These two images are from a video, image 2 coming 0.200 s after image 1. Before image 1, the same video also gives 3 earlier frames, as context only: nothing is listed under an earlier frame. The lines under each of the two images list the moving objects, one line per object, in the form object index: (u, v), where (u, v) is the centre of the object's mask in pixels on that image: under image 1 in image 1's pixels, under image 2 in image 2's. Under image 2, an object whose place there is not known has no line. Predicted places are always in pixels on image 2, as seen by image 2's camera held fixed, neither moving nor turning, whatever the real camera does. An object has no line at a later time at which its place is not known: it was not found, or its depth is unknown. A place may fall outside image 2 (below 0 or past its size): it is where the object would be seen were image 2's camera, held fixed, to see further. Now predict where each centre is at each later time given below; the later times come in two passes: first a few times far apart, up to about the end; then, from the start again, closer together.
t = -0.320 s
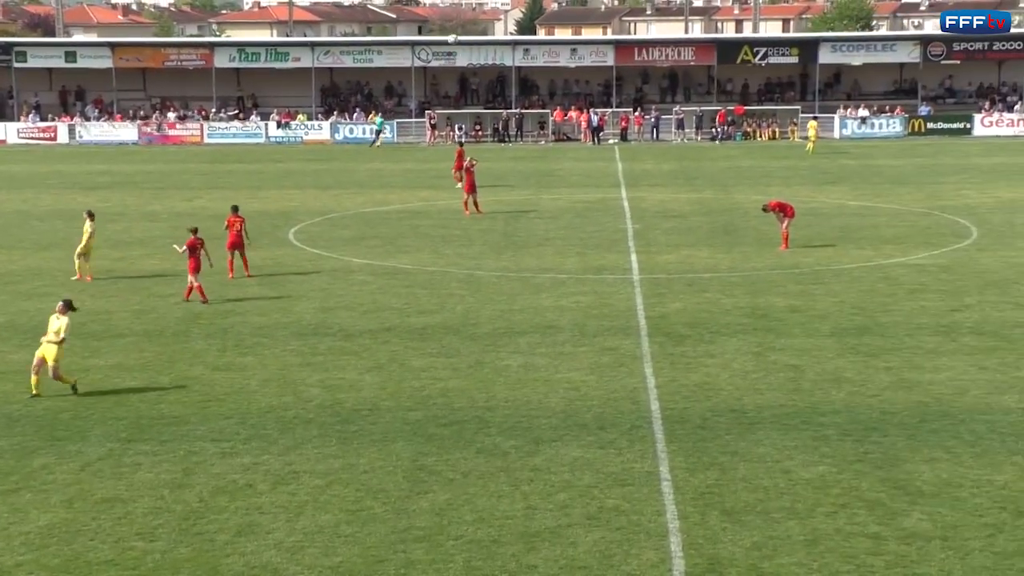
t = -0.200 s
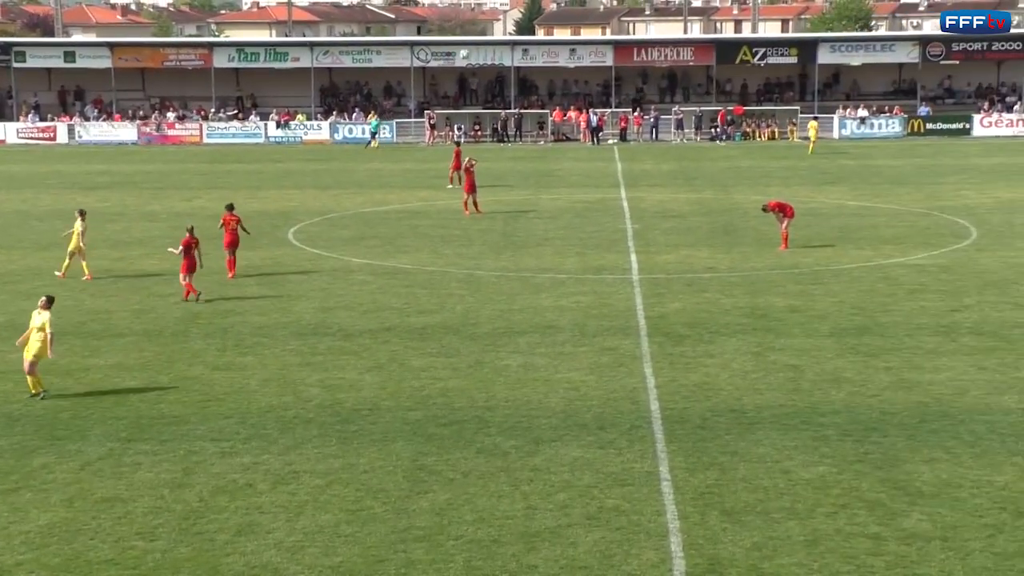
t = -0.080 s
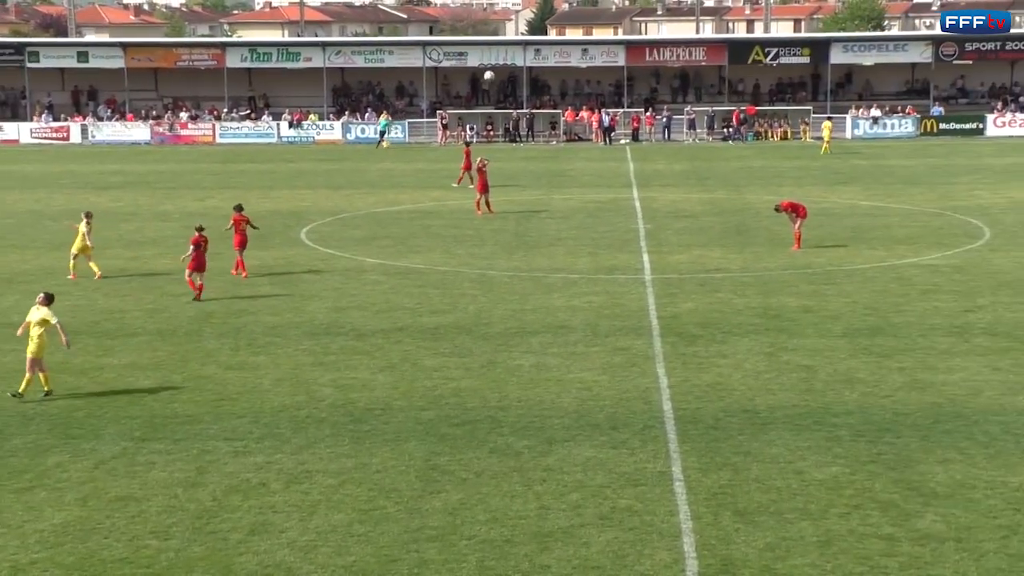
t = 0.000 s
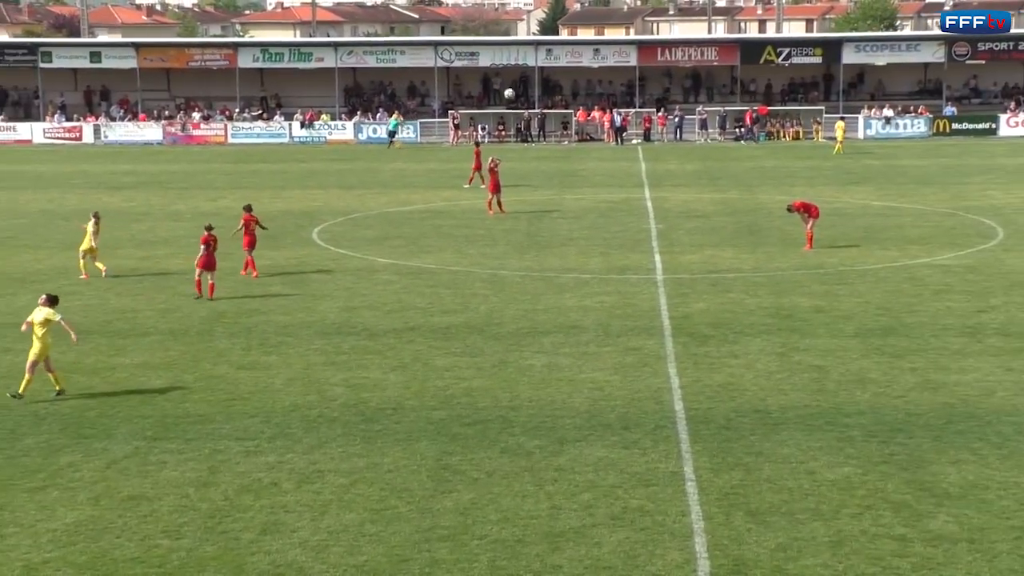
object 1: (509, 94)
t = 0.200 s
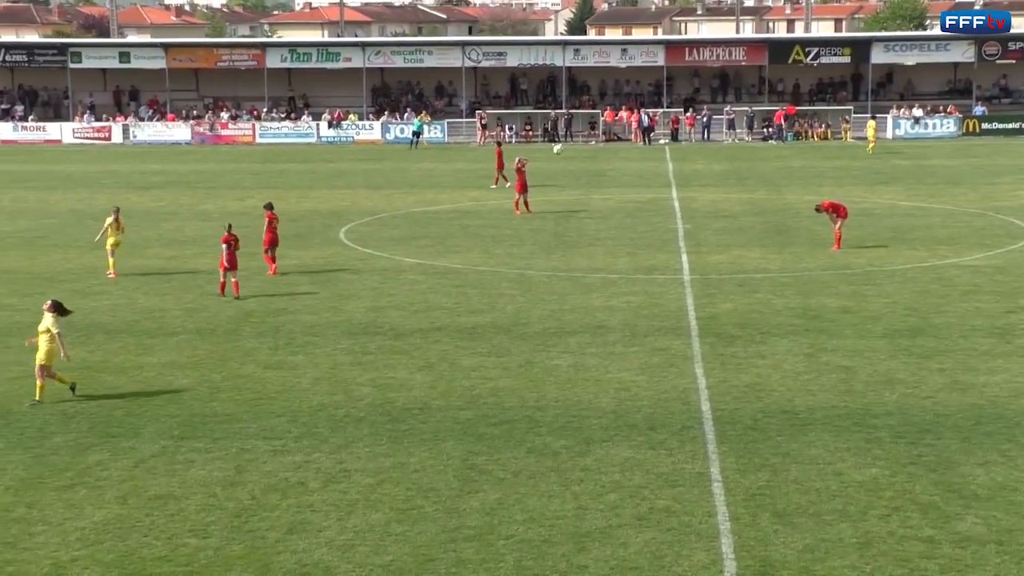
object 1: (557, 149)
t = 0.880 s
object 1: (600, 198)
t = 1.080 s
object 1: (603, 171)
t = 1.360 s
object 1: (606, 164)
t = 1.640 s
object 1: (609, 194)
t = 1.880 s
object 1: (610, 249)
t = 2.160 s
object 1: (612, 283)
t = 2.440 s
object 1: (614, 249)
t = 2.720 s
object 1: (615, 254)
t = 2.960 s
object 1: (617, 290)
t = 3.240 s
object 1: (616, 304)
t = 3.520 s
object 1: (615, 294)
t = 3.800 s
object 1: (614, 325)
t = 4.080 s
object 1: (611, 325)
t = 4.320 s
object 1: (607, 341)
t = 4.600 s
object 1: (603, 345)
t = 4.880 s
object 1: (598, 349)
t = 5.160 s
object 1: (593, 352)
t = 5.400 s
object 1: (591, 354)
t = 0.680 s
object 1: (597, 242)
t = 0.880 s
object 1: (600, 198)
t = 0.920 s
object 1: (600, 191)
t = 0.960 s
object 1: (601, 185)
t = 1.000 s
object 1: (602, 180)
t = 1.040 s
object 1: (602, 175)
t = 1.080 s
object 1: (603, 171)
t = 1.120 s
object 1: (603, 167)
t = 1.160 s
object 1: (604, 165)
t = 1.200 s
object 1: (604, 164)
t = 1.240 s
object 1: (605, 162)
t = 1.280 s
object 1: (605, 162)
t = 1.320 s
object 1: (605, 163)
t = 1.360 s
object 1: (606, 164)
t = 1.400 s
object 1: (606, 166)
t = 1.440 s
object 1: (607, 168)
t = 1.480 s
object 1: (607, 172)
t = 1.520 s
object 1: (608, 176)
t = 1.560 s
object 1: (607, 182)
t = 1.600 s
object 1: (608, 187)
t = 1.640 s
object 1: (609, 194)
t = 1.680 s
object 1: (609, 201)
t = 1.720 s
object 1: (609, 209)
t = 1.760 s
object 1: (609, 218)
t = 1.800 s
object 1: (610, 228)
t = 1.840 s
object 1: (610, 238)
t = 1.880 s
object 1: (610, 249)
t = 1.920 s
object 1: (611, 262)
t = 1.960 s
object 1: (611, 275)
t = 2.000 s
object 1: (611, 288)
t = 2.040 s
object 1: (611, 303)
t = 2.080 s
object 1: (612, 299)
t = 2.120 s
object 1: (612, 291)
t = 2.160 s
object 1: (612, 283)
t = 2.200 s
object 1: (612, 275)
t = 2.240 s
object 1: (613, 269)
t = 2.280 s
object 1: (613, 264)
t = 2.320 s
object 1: (613, 259)
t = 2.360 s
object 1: (613, 255)
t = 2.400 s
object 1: (613, 252)
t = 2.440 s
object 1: (614, 249)
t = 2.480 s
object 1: (614, 247)
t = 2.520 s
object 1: (615, 247)
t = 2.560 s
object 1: (615, 247)
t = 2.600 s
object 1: (615, 247)
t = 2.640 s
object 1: (615, 248)
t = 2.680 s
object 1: (615, 251)
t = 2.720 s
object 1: (615, 254)
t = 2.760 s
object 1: (615, 258)
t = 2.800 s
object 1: (616, 262)
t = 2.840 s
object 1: (616, 268)
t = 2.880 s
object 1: (616, 274)
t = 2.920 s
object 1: (616, 281)
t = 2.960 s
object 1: (617, 290)
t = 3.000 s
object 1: (617, 298)
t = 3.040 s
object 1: (617, 308)
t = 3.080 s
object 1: (618, 319)
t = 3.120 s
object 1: (617, 321)
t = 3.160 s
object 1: (617, 314)
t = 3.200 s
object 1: (617, 309)
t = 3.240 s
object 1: (616, 304)
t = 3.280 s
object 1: (616, 300)
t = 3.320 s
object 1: (617, 297)
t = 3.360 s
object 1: (617, 295)
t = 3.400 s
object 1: (616, 294)
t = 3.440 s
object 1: (616, 293)
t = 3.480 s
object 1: (616, 293)
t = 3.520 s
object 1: (615, 294)
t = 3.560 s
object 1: (615, 296)
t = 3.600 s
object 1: (615, 299)
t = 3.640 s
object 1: (615, 303)
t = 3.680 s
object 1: (614, 307)
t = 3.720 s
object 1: (615, 312)
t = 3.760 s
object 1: (615, 318)
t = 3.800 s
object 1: (614, 325)
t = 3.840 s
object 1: (614, 333)
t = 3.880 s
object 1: (614, 332)
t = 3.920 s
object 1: (613, 328)
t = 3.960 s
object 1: (612, 326)
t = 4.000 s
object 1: (612, 324)
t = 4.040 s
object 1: (611, 324)
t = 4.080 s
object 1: (611, 325)
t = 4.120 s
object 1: (610, 325)
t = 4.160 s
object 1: (610, 327)
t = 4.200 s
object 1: (609, 330)
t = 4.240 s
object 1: (609, 333)
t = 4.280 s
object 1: (608, 338)
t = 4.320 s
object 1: (607, 341)
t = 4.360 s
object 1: (607, 340)
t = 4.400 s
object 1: (606, 339)
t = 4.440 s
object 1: (605, 340)
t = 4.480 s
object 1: (604, 340)
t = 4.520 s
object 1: (604, 343)
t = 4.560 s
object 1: (603, 344)
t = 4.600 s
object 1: (603, 345)
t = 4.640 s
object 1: (602, 345)
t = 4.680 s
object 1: (601, 346)
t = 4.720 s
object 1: (600, 346)
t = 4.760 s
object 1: (599, 347)
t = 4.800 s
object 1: (599, 348)
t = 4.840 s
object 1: (599, 349)
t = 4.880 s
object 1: (598, 349)
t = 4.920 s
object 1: (597, 350)
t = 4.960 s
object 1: (596, 350)
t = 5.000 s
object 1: (595, 350)
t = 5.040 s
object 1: (595, 351)
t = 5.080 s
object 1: (594, 351)
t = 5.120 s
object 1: (594, 352)
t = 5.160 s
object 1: (593, 352)
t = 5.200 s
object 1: (593, 352)
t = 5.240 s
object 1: (592, 353)
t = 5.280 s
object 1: (592, 353)
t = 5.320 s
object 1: (592, 354)
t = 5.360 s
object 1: (592, 354)
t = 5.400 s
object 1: (591, 354)
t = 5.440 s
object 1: (591, 355)
